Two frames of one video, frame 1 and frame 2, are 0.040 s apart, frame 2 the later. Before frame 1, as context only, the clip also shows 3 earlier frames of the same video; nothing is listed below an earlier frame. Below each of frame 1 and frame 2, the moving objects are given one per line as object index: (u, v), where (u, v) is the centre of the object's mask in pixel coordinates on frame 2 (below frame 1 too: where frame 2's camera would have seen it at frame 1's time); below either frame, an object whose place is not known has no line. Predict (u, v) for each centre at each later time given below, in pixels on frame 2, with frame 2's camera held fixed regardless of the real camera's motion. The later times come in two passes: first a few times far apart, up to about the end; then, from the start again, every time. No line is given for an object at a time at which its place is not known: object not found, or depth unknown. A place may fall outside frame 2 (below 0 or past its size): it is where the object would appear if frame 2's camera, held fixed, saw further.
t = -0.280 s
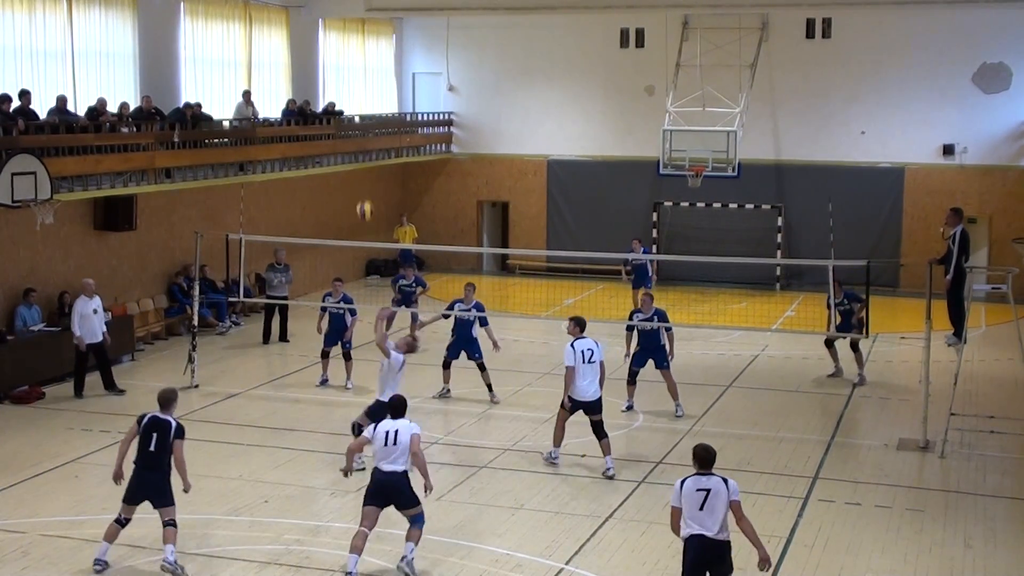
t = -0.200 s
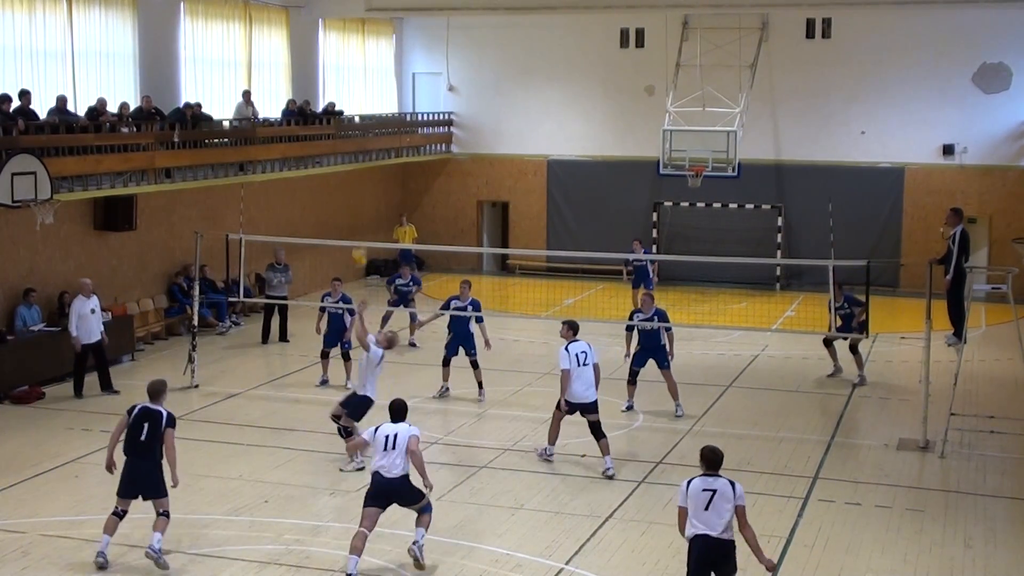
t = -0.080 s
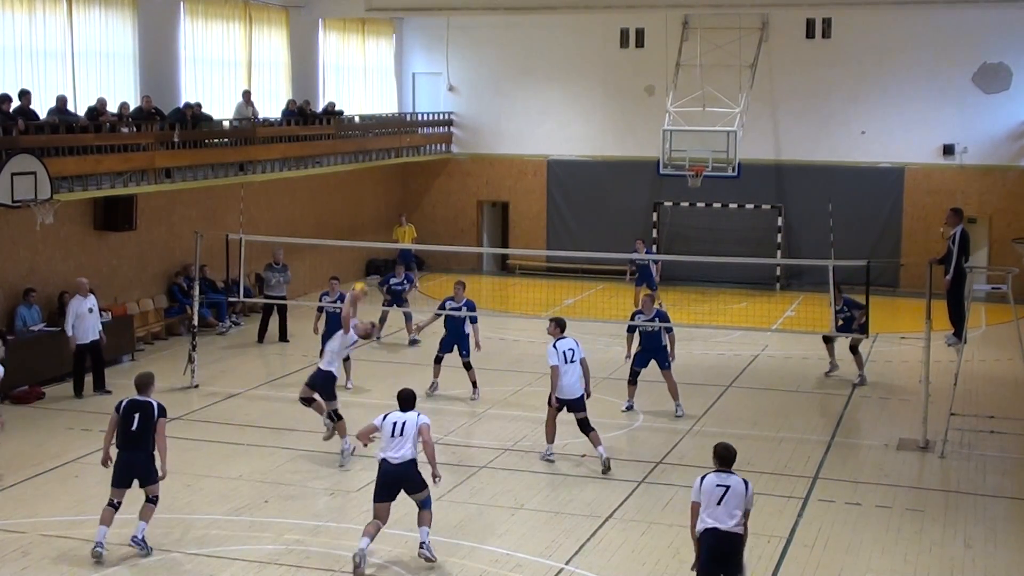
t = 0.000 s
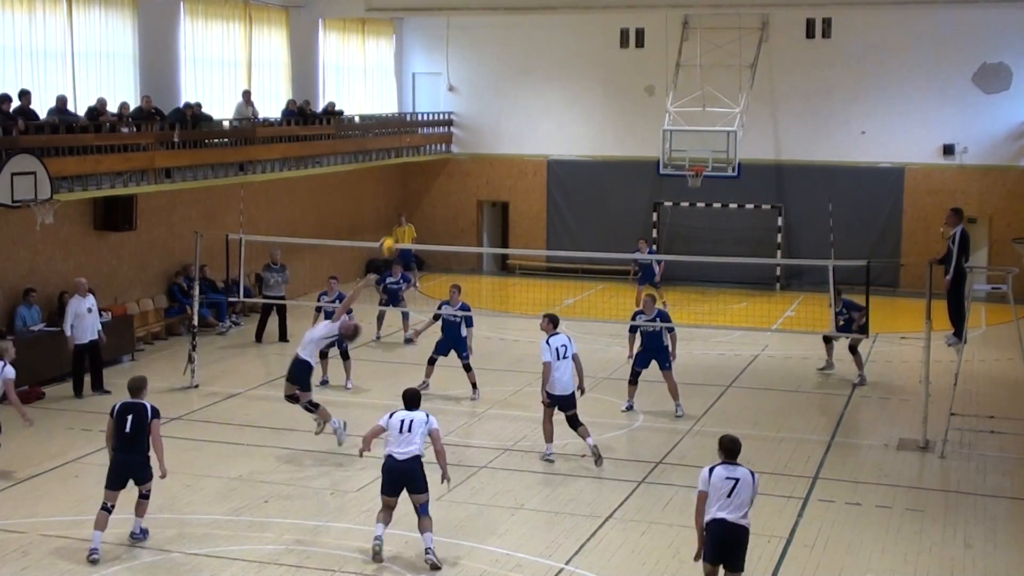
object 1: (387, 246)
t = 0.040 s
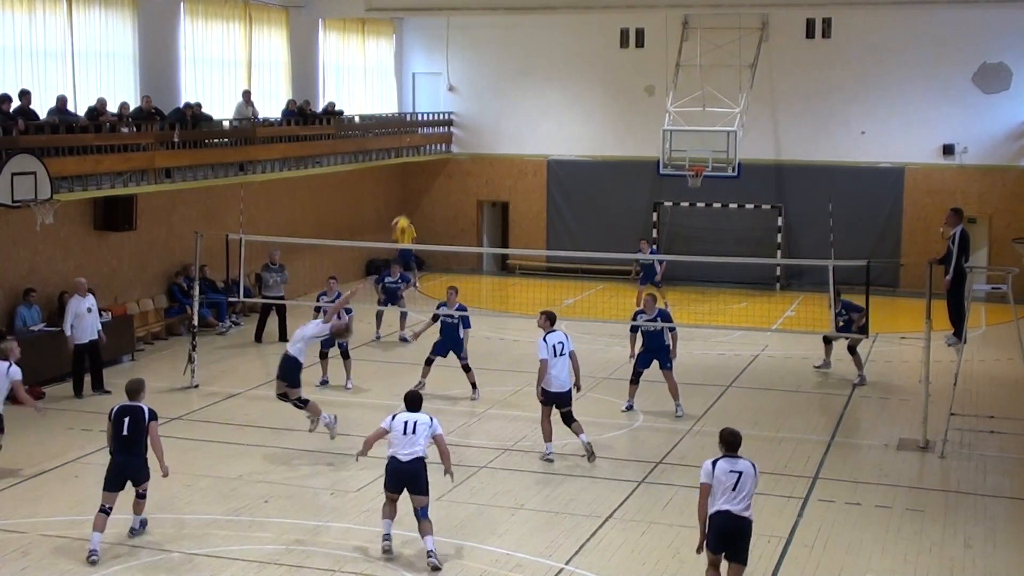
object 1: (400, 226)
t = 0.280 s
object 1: (485, 128)
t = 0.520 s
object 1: (569, 82)
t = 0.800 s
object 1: (663, 90)
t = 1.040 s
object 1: (741, 151)
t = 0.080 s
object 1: (415, 205)
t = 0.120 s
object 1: (428, 187)
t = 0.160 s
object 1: (442, 171)
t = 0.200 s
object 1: (457, 154)
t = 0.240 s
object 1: (471, 141)
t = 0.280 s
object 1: (485, 128)
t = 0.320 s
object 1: (500, 117)
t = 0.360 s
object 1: (513, 107)
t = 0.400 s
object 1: (528, 99)
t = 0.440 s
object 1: (542, 92)
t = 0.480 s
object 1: (555, 86)
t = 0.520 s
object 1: (569, 82)
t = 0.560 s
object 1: (582, 79)
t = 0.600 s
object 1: (596, 77)
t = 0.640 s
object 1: (610, 77)
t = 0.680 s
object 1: (624, 79)
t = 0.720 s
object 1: (638, 81)
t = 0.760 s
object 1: (651, 86)
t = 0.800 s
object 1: (663, 90)
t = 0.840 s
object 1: (678, 97)
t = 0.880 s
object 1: (690, 106)
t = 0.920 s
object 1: (703, 115)
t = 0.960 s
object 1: (716, 125)
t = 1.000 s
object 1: (727, 139)
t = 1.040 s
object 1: (741, 151)
